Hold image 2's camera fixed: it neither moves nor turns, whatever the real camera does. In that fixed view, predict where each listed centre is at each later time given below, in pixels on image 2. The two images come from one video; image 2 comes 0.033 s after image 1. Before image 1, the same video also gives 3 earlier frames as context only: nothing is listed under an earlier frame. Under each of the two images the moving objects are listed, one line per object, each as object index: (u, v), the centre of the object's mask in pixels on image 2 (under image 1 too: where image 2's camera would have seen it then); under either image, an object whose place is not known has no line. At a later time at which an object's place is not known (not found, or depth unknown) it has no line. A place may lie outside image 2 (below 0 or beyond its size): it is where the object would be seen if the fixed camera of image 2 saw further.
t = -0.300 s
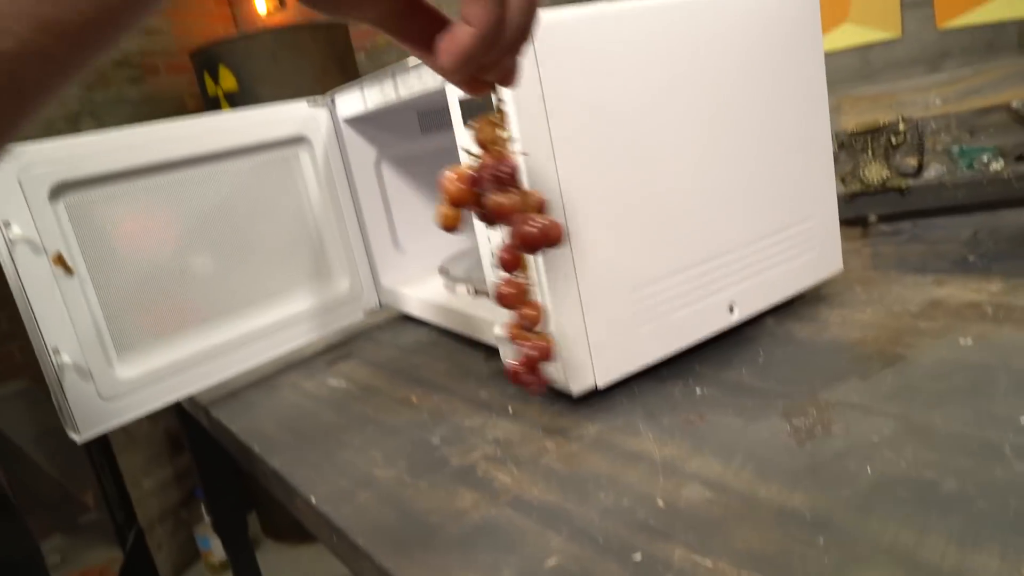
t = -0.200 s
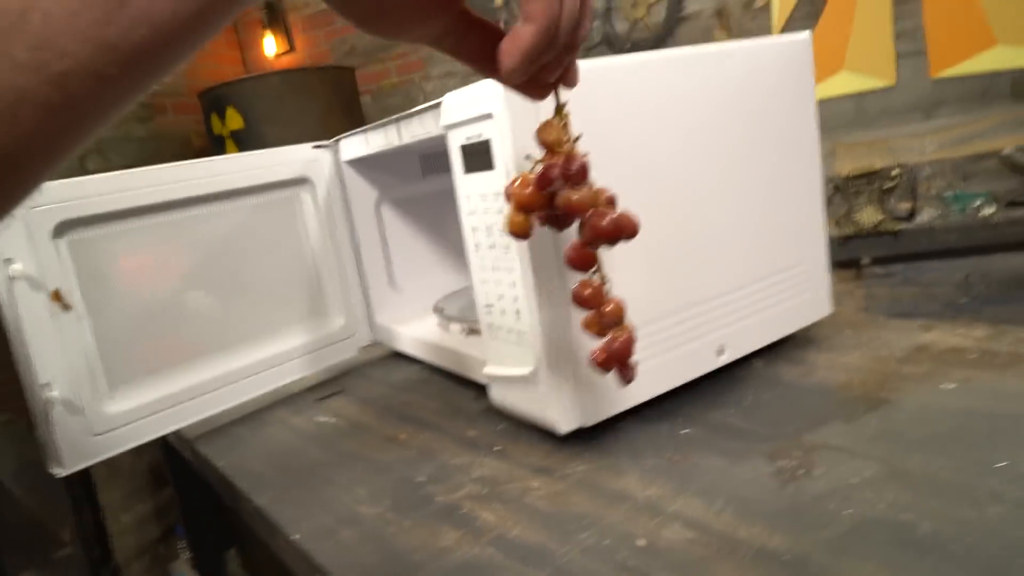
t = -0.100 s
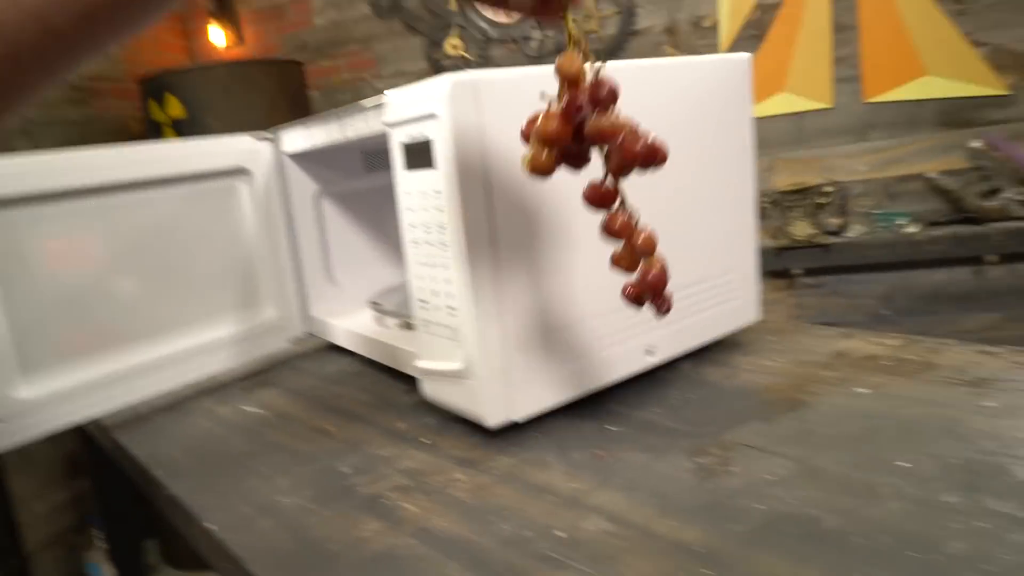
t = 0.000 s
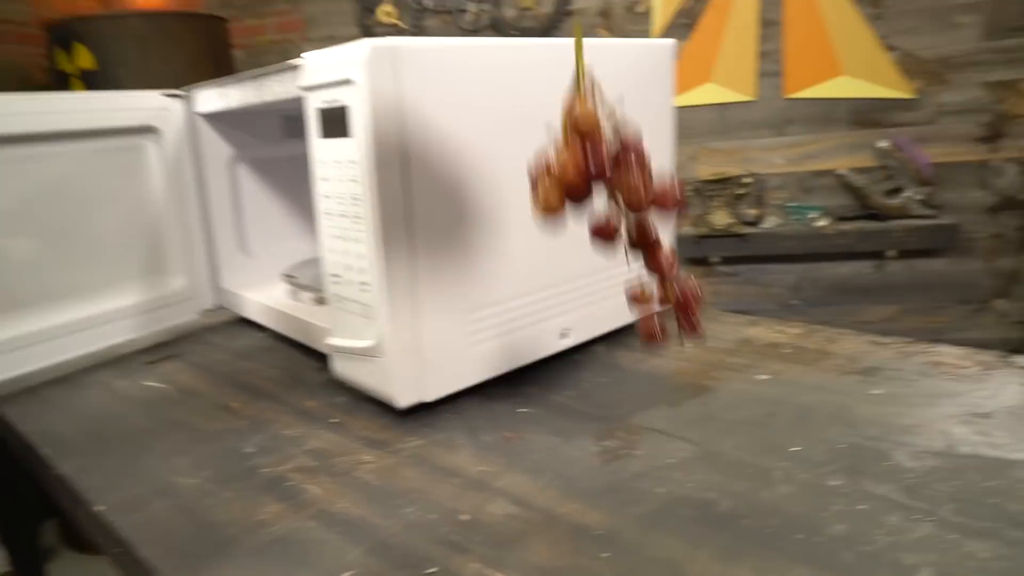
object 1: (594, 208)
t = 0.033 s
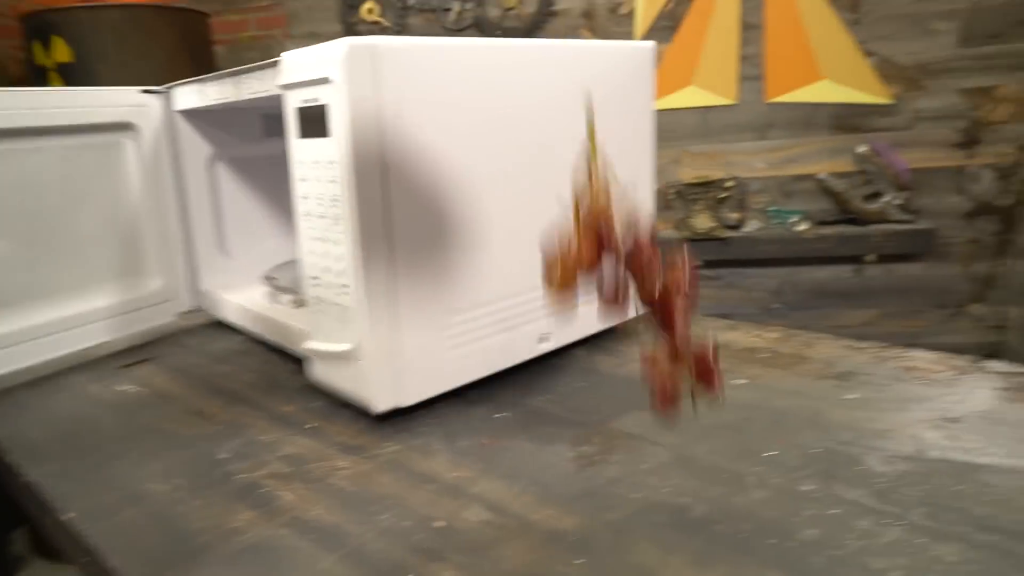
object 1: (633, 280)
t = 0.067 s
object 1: (661, 381)
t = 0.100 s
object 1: (680, 481)
